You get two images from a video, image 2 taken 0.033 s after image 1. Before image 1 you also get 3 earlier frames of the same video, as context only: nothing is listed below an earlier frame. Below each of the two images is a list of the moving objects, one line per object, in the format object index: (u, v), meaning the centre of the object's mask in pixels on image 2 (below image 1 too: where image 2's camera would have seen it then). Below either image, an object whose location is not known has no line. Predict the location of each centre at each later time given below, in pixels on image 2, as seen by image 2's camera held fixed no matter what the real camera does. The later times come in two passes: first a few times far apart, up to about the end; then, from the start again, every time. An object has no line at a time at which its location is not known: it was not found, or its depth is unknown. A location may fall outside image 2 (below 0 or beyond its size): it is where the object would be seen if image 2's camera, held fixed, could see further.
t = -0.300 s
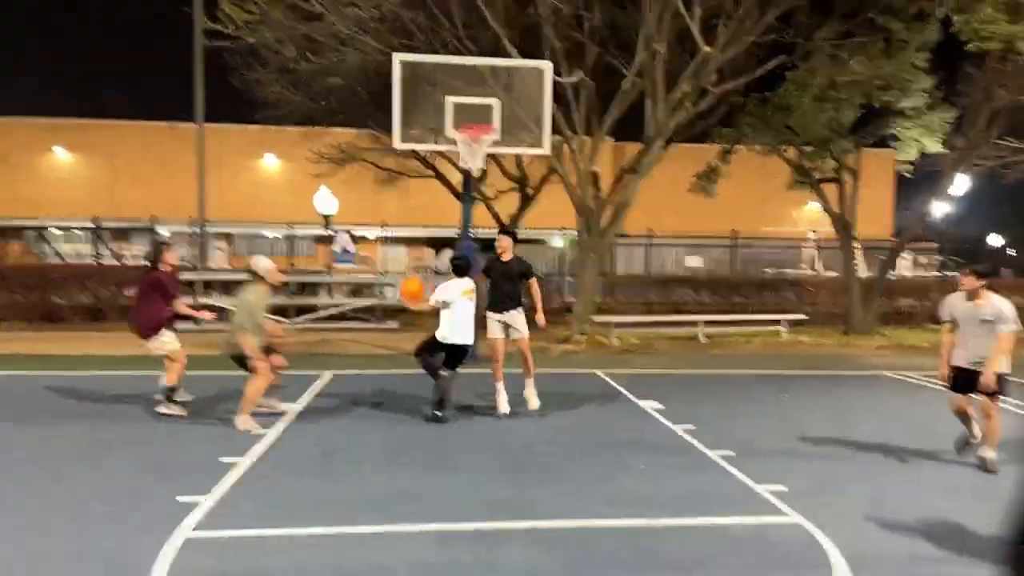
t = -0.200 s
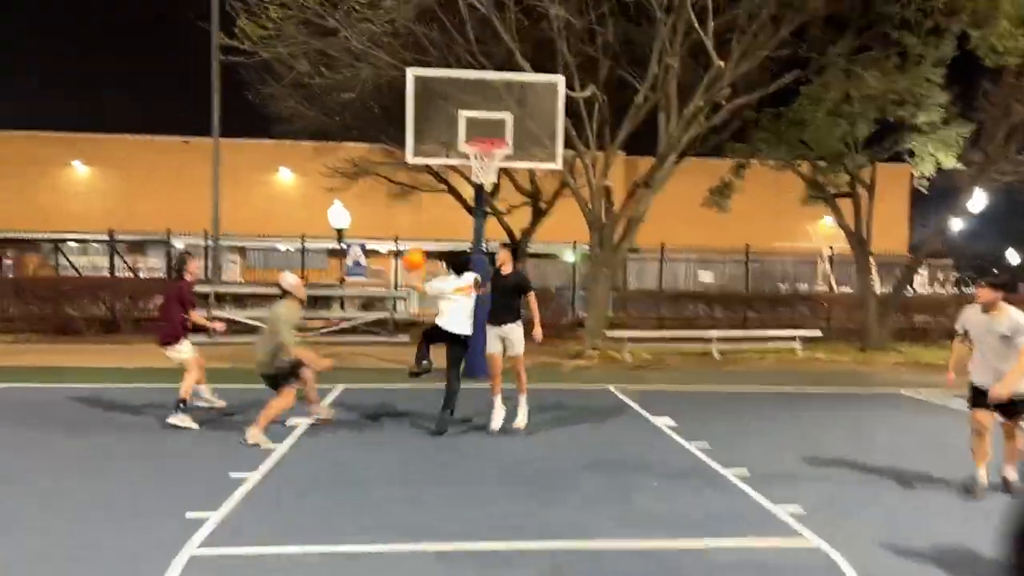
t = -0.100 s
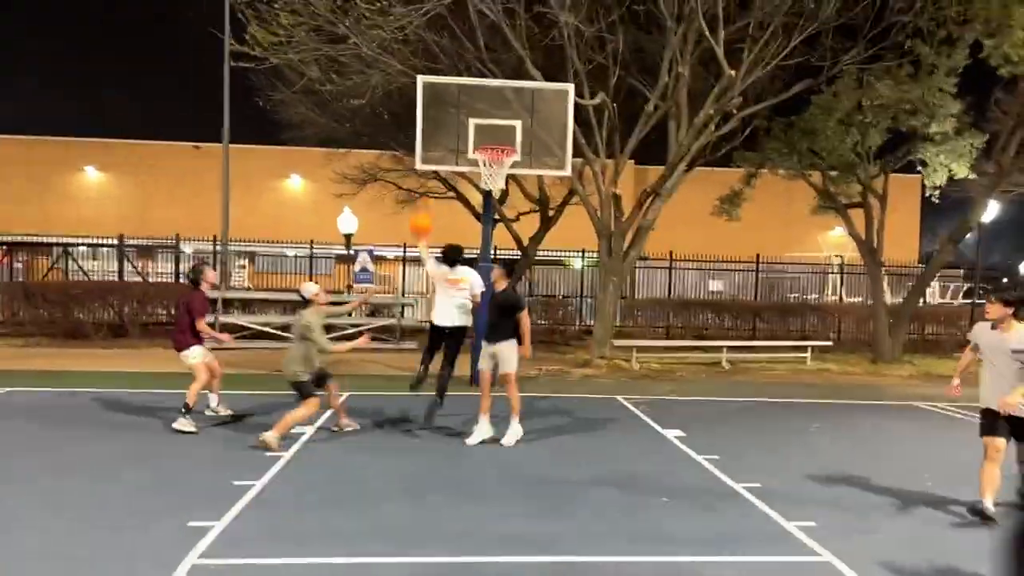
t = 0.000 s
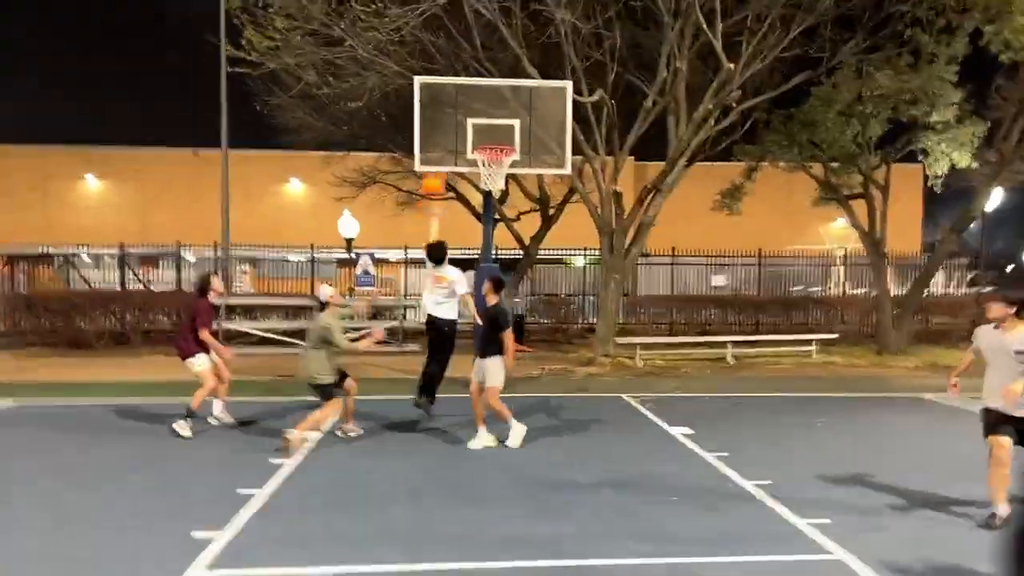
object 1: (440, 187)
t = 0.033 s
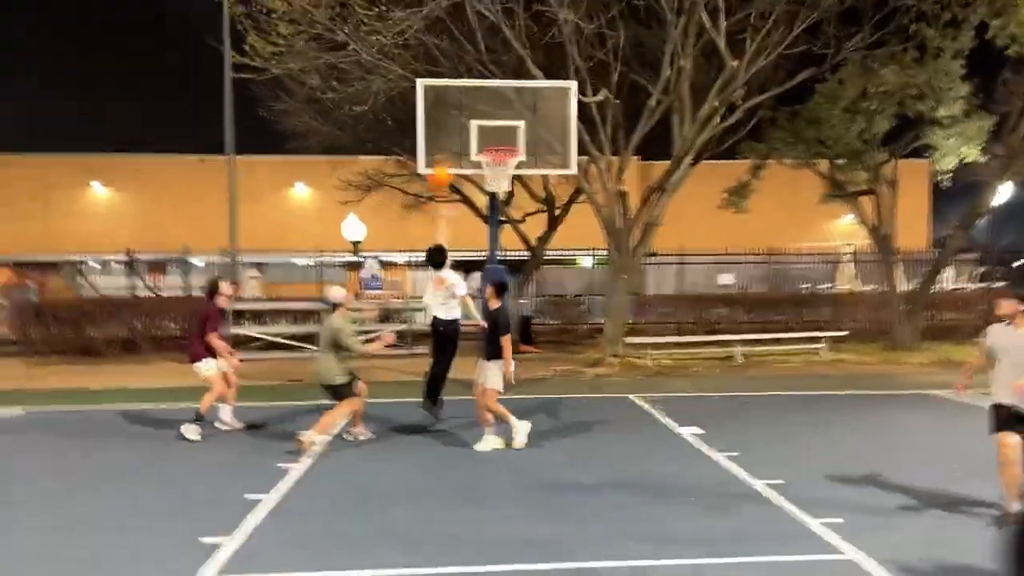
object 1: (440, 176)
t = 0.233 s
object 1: (461, 129)
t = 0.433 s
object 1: (478, 116)
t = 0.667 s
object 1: (491, 139)
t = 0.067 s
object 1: (445, 164)
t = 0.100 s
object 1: (449, 154)
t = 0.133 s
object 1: (453, 146)
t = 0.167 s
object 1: (456, 140)
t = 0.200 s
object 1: (459, 134)
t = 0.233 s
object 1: (461, 129)
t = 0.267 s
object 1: (465, 125)
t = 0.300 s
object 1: (468, 122)
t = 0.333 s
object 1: (472, 120)
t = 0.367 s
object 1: (474, 118)
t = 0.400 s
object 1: (475, 116)
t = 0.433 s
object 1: (478, 116)
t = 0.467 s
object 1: (480, 116)
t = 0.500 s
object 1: (482, 117)
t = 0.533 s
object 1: (484, 118)
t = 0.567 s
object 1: (485, 122)
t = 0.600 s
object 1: (488, 127)
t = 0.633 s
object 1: (490, 134)
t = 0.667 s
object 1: (491, 139)
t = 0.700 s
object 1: (493, 141)
